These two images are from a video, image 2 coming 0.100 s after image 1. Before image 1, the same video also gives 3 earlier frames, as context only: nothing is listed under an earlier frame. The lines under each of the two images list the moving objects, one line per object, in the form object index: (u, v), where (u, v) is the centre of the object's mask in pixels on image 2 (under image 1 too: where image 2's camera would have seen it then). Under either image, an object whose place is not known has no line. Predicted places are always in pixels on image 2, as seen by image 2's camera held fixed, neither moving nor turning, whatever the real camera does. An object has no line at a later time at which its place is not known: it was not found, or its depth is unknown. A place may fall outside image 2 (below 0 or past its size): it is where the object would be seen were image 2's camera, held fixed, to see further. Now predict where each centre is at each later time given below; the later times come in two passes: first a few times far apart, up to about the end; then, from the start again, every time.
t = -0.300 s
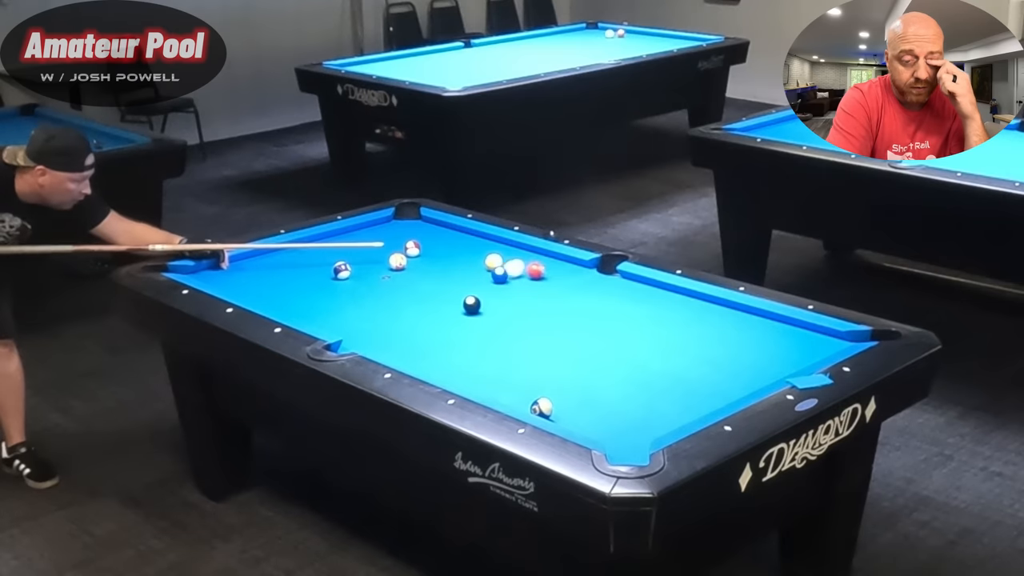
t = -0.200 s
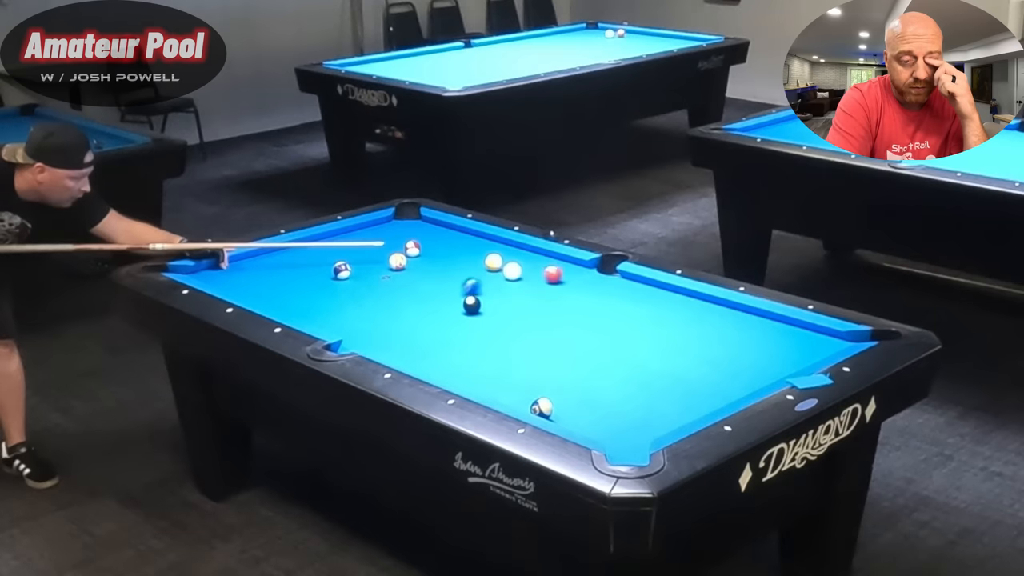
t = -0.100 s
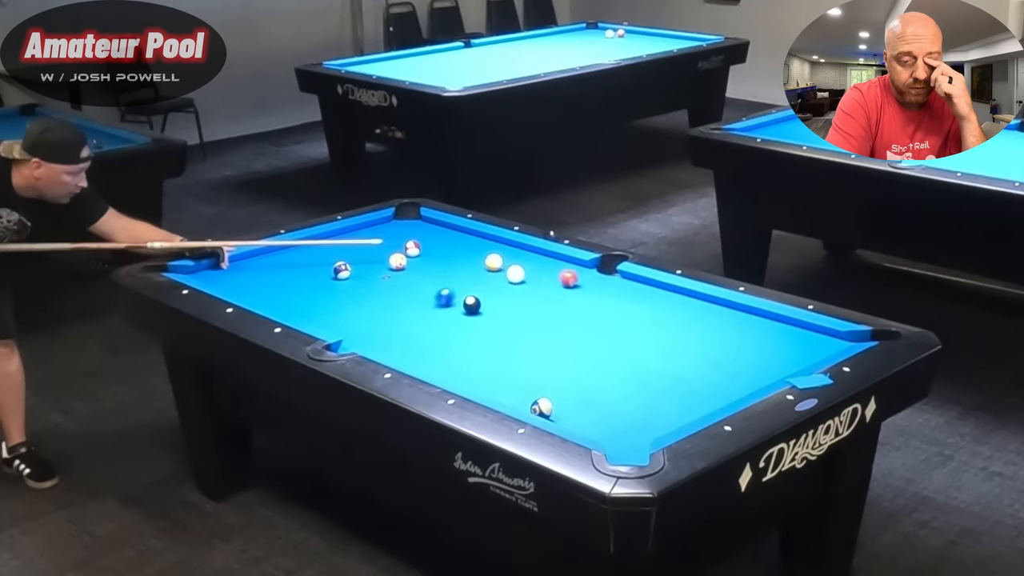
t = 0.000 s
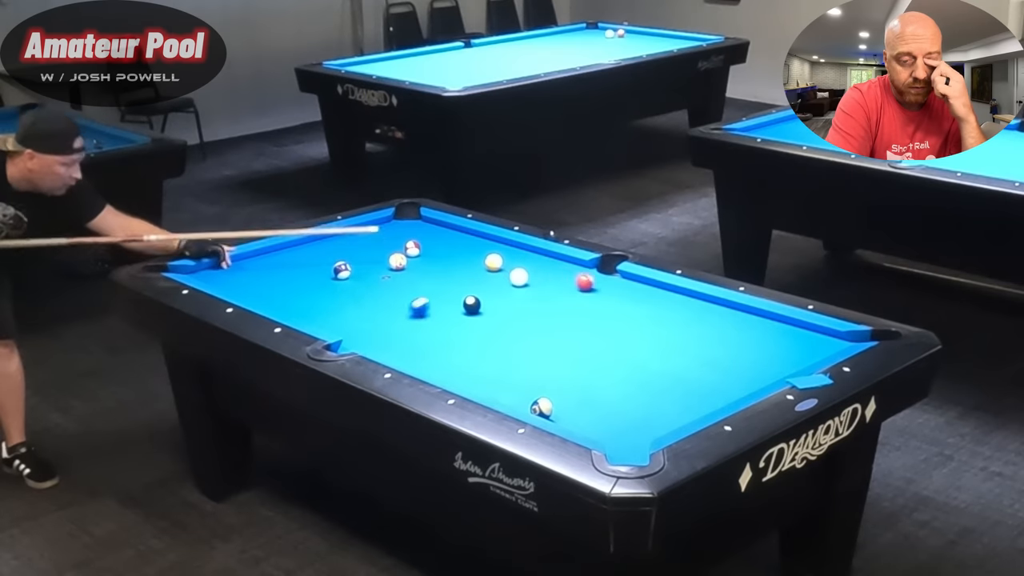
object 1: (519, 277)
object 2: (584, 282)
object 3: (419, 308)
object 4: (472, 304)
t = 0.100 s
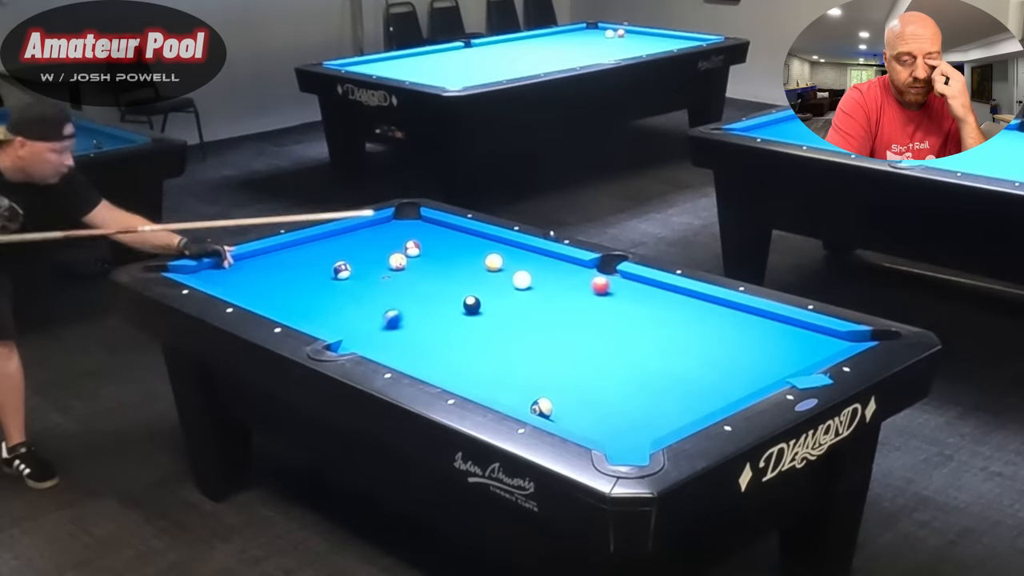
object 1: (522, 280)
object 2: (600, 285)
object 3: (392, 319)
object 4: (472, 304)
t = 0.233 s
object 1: (526, 284)
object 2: (621, 290)
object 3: (355, 333)
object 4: (471, 304)
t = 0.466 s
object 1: (533, 290)
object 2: (658, 299)
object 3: (389, 328)
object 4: (471, 304)
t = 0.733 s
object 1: (540, 298)
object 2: (701, 309)
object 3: (442, 315)
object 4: (472, 304)
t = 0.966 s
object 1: (546, 304)
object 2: (737, 317)
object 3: (477, 311)
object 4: (480, 296)
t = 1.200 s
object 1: (552, 309)
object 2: (775, 326)
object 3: (503, 310)
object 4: (493, 292)
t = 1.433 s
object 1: (558, 314)
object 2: (811, 335)
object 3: (527, 310)
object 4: (505, 284)
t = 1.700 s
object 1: (563, 320)
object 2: (851, 340)
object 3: (551, 309)
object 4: (517, 277)
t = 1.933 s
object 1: (568, 325)
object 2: (865, 337)
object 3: (574, 309)
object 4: (527, 272)
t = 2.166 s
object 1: (572, 329)
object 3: (593, 309)
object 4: (536, 267)
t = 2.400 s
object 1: (575, 332)
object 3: (610, 309)
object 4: (543, 261)
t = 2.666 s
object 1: (578, 336)
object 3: (629, 308)
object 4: (551, 257)
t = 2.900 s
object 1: (580, 339)
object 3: (643, 308)
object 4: (547, 257)
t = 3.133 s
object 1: (582, 340)
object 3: (657, 307)
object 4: (540, 258)
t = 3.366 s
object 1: (583, 342)
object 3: (667, 307)
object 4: (534, 259)
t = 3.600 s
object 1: (584, 344)
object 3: (677, 307)
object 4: (529, 260)
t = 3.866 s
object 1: (584, 345)
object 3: (687, 307)
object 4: (526, 262)
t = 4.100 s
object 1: (584, 345)
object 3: (693, 306)
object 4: (523, 263)
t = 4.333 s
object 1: (584, 345)
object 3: (697, 306)
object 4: (522, 263)
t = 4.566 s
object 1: (584, 345)
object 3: (701, 306)
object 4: (522, 263)
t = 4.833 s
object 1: (584, 345)
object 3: (702, 306)
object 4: (521, 264)
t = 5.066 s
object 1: (584, 345)
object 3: (703, 306)
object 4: (521, 263)
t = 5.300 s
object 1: (584, 345)
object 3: (703, 305)
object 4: (521, 264)
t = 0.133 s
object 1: (522, 281)
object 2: (605, 287)
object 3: (383, 323)
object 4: (472, 304)
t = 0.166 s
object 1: (523, 282)
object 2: (610, 288)
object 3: (374, 326)
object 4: (472, 304)
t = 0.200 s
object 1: (524, 283)
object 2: (616, 289)
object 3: (364, 330)
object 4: (471, 304)
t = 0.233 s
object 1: (526, 284)
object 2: (621, 290)
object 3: (355, 333)
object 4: (471, 304)
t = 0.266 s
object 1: (527, 285)
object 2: (626, 291)
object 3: (347, 337)
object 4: (472, 304)
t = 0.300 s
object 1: (528, 286)
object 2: (631, 293)
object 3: (353, 336)
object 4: (471, 304)
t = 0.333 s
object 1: (529, 287)
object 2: (636, 294)
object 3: (361, 335)
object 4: (471, 304)
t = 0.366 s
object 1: (530, 288)
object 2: (642, 295)
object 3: (368, 333)
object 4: (471, 304)
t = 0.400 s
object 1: (530, 289)
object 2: (648, 296)
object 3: (374, 332)
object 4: (471, 304)
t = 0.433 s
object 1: (532, 289)
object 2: (653, 298)
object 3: (382, 330)
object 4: (472, 304)
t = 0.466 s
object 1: (533, 290)
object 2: (658, 299)
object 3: (389, 328)
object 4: (471, 304)
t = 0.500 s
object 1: (534, 291)
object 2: (663, 300)
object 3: (396, 326)
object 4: (471, 304)
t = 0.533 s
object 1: (535, 292)
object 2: (669, 301)
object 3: (402, 325)
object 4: (471, 304)
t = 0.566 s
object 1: (536, 293)
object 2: (674, 303)
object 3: (409, 323)
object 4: (471, 304)
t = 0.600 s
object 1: (536, 294)
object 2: (679, 304)
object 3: (416, 321)
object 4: (471, 304)
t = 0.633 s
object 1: (537, 295)
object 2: (685, 305)
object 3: (423, 320)
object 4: (472, 304)
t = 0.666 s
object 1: (538, 296)
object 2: (690, 306)
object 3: (429, 319)
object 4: (472, 304)
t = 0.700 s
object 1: (539, 297)
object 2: (695, 307)
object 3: (435, 317)
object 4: (472, 304)
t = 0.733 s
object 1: (540, 298)
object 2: (701, 309)
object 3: (442, 315)
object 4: (472, 304)
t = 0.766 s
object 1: (541, 298)
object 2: (706, 310)
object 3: (449, 314)
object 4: (472, 304)
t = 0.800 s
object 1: (542, 299)
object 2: (711, 311)
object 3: (455, 313)
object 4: (472, 304)
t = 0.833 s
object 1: (543, 300)
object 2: (716, 312)
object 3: (461, 312)
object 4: (473, 303)
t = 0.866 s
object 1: (544, 301)
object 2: (722, 313)
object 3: (465, 311)
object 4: (475, 301)
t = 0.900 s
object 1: (544, 302)
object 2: (727, 315)
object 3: (469, 311)
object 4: (477, 299)
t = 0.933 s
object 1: (545, 303)
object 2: (732, 316)
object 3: (473, 310)
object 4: (479, 297)
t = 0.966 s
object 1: (546, 304)
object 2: (737, 317)
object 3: (477, 311)
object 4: (480, 296)
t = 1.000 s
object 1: (547, 304)
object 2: (743, 318)
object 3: (481, 311)
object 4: (482, 296)
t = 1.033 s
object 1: (548, 305)
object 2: (748, 320)
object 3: (484, 311)
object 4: (484, 295)
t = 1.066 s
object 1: (549, 306)
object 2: (753, 321)
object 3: (488, 311)
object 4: (485, 295)
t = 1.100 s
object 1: (550, 307)
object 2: (759, 322)
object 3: (491, 311)
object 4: (487, 294)
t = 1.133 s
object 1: (551, 308)
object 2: (764, 323)
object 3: (495, 310)
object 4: (489, 293)
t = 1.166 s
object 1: (551, 308)
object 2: (770, 324)
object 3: (499, 310)
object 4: (491, 292)
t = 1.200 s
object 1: (552, 309)
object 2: (775, 326)
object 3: (503, 310)
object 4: (493, 292)
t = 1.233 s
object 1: (553, 310)
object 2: (780, 327)
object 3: (506, 310)
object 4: (495, 291)
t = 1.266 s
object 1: (554, 311)
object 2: (786, 328)
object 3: (510, 311)
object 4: (496, 290)
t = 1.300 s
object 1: (554, 312)
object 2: (791, 330)
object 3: (513, 311)
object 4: (498, 289)
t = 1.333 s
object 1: (555, 312)
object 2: (796, 331)
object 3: (517, 311)
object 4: (499, 288)
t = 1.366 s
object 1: (556, 313)
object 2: (801, 332)
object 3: (520, 311)
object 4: (501, 287)
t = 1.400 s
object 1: (557, 314)
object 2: (807, 333)
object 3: (523, 310)
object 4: (503, 286)
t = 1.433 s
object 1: (558, 314)
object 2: (811, 335)
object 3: (527, 310)
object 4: (505, 284)
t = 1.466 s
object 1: (558, 315)
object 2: (817, 336)
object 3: (530, 310)
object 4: (506, 284)
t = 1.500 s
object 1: (559, 316)
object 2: (823, 337)
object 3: (533, 310)
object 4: (508, 283)
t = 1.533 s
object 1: (560, 316)
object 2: (828, 338)
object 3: (537, 310)
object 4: (510, 282)
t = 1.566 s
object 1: (561, 317)
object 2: (833, 339)
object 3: (540, 310)
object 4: (511, 281)
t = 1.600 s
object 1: (561, 318)
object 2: (838, 340)
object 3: (543, 311)
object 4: (512, 281)
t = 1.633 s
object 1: (562, 319)
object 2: (842, 340)
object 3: (546, 310)
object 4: (514, 280)
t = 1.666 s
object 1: (563, 320)
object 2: (847, 340)
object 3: (549, 310)
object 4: (515, 278)
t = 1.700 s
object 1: (563, 320)
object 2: (851, 340)
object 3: (551, 309)
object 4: (517, 277)
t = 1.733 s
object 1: (564, 321)
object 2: (853, 339)
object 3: (554, 308)
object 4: (518, 276)
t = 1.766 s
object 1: (565, 321)
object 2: (855, 338)
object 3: (557, 308)
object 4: (520, 276)
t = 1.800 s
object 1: (566, 322)
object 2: (857, 338)
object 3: (561, 307)
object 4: (521, 275)
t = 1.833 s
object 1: (566, 322)
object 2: (859, 337)
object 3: (564, 307)
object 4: (523, 275)
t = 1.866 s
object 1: (567, 323)
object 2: (860, 337)
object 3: (568, 308)
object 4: (524, 274)
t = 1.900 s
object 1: (567, 324)
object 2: (862, 337)
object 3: (570, 308)
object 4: (525, 273)
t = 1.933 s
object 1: (568, 325)
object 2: (865, 337)
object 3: (574, 309)
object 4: (527, 272)
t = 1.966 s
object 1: (569, 325)
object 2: (868, 338)
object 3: (577, 309)
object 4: (528, 271)
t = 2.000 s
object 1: (569, 326)
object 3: (579, 310)
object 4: (529, 270)
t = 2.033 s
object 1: (570, 326)
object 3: (582, 309)
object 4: (531, 269)
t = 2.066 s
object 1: (570, 327)
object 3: (584, 309)
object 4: (532, 268)
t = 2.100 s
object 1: (571, 328)
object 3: (587, 309)
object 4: (533, 267)
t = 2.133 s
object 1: (571, 328)
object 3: (590, 309)
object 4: (535, 267)
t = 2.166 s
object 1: (572, 329)
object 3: (593, 309)
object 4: (536, 267)
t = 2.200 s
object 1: (572, 329)
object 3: (595, 309)
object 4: (537, 266)
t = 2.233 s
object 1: (573, 330)
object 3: (598, 309)
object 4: (538, 265)
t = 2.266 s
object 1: (573, 330)
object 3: (600, 309)
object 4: (539, 265)
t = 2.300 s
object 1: (573, 331)
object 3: (603, 309)
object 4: (540, 264)
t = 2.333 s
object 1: (574, 331)
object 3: (606, 309)
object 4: (541, 263)
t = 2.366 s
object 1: (574, 331)
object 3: (608, 309)
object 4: (542, 262)
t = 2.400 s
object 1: (575, 332)
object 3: (610, 309)
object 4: (543, 261)
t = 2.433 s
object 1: (575, 332)
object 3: (613, 309)
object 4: (545, 260)
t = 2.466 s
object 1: (576, 333)
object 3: (615, 309)
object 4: (546, 260)
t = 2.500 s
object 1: (576, 333)
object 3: (618, 308)
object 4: (546, 260)
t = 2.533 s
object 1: (576, 333)
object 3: (620, 308)
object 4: (547, 260)
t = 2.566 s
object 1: (577, 334)
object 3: (622, 308)
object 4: (548, 259)
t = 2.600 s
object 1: (577, 334)
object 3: (625, 309)
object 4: (549, 259)
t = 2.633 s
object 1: (577, 335)
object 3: (627, 309)
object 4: (550, 258)
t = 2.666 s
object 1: (578, 336)
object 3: (629, 308)
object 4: (551, 257)
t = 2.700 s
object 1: (578, 336)
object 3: (631, 308)
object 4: (552, 256)
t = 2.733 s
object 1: (579, 336)
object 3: (634, 308)
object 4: (552, 256)
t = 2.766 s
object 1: (579, 337)
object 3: (636, 308)
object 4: (551, 256)
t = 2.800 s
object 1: (579, 337)
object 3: (638, 308)
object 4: (550, 256)
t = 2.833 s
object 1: (580, 338)
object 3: (639, 308)
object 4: (549, 257)
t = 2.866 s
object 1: (580, 338)
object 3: (641, 308)
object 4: (547, 257)
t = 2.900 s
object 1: (580, 339)
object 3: (643, 308)
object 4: (547, 257)
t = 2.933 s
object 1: (580, 339)
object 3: (645, 308)
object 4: (546, 258)
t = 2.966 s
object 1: (581, 339)
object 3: (647, 307)
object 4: (545, 258)
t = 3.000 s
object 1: (581, 340)
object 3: (649, 307)
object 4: (544, 258)
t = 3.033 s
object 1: (581, 340)
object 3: (651, 307)
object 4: (543, 258)
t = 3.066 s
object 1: (582, 340)
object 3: (653, 307)
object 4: (542, 258)
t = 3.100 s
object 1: (582, 341)
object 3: (655, 308)
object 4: (542, 258)
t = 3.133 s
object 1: (582, 340)
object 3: (657, 307)
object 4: (540, 258)
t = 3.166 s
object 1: (582, 341)
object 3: (658, 308)
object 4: (540, 258)
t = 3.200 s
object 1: (583, 341)
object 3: (660, 308)
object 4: (539, 258)
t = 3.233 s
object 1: (582, 341)
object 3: (662, 308)
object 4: (538, 258)
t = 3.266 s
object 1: (583, 342)
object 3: (663, 308)
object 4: (537, 258)
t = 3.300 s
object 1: (583, 341)
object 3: (664, 307)
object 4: (536, 258)
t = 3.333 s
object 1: (583, 342)
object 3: (666, 307)
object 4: (535, 259)
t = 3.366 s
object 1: (583, 342)
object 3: (667, 307)
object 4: (534, 259)
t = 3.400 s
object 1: (583, 343)
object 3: (669, 307)
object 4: (534, 259)
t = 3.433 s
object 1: (583, 343)
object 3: (670, 307)
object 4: (533, 259)
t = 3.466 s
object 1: (584, 343)
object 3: (671, 307)
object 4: (532, 259)
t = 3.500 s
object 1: (583, 343)
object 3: (673, 307)
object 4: (531, 260)
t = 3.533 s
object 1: (583, 343)
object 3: (675, 307)
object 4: (531, 260)
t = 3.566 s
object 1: (584, 344)
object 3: (676, 307)
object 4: (530, 260)
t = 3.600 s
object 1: (584, 344)
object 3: (677, 307)
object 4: (529, 260)
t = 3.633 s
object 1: (584, 344)
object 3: (679, 307)
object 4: (529, 261)
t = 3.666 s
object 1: (584, 344)
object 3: (680, 307)
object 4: (528, 261)
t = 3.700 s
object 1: (584, 344)
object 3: (681, 307)
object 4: (528, 261)
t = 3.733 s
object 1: (584, 344)
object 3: (682, 307)
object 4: (527, 261)
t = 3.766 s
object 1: (584, 344)
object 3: (683, 307)
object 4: (527, 261)
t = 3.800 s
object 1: (584, 345)
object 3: (684, 307)
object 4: (526, 262)
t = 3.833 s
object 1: (584, 344)
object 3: (686, 307)
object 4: (526, 262)
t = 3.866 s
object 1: (584, 345)
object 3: (687, 307)
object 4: (526, 262)
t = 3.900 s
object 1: (584, 344)
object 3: (688, 307)
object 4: (525, 262)
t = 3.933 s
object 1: (584, 344)
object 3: (688, 307)
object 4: (525, 262)
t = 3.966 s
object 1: (584, 345)
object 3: (689, 307)
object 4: (524, 262)
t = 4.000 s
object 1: (584, 345)
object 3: (691, 306)
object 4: (524, 262)
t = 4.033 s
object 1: (584, 345)
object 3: (692, 306)
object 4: (524, 262)
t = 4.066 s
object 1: (584, 345)
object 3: (692, 306)
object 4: (523, 263)
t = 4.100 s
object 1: (584, 345)
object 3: (693, 306)
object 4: (523, 263)
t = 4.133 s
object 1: (584, 345)
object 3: (694, 306)
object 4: (523, 263)
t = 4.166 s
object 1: (584, 345)
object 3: (694, 306)
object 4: (523, 263)
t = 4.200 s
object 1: (584, 345)
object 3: (695, 306)
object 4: (523, 263)
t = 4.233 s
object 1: (584, 345)
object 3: (696, 306)
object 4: (522, 263)
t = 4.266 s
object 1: (583, 345)
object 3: (696, 306)
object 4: (522, 263)
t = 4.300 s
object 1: (584, 345)
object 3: (697, 306)
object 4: (522, 263)
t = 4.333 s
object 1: (584, 345)
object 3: (697, 306)
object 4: (522, 263)
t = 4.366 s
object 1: (584, 345)
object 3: (698, 306)
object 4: (522, 263)
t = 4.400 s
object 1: (583, 345)
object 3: (698, 306)
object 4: (522, 263)
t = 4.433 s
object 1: (584, 345)
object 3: (699, 306)
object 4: (522, 263)
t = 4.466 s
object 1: (584, 345)
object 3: (699, 306)
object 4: (522, 263)
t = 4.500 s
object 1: (584, 345)
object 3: (700, 306)
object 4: (522, 263)
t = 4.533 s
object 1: (584, 345)
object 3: (700, 306)
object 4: (521, 263)
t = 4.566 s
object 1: (584, 345)
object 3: (701, 306)
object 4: (522, 263)
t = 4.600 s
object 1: (584, 345)
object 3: (701, 306)
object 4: (521, 263)
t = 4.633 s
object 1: (584, 345)
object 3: (701, 306)
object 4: (521, 263)
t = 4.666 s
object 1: (584, 345)
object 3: (701, 306)
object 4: (521, 264)
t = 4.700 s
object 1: (584, 345)
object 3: (702, 306)
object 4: (521, 264)
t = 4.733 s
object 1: (584, 345)
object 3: (702, 306)
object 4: (521, 264)
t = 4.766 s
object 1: (584, 345)
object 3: (702, 306)
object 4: (521, 263)
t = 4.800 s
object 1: (584, 345)
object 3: (702, 306)
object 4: (521, 263)
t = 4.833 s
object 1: (584, 345)
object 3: (702, 306)
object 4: (521, 264)
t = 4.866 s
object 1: (584, 345)
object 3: (702, 306)
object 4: (521, 264)
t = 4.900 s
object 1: (584, 345)
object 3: (702, 306)
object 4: (521, 264)
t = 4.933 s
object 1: (584, 345)
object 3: (702, 306)
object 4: (521, 264)
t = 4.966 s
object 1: (584, 345)
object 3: (703, 306)
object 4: (521, 264)
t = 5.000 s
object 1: (584, 345)
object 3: (702, 306)
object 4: (521, 264)
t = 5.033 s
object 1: (584, 345)
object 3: (703, 306)
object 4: (521, 263)
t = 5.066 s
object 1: (584, 345)
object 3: (703, 306)
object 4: (521, 263)
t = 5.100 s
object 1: (584, 345)
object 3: (703, 306)
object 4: (521, 263)
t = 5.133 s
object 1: (584, 345)
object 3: (703, 305)
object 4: (521, 264)
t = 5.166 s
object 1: (584, 345)
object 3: (703, 305)
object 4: (521, 263)
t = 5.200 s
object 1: (584, 345)
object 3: (703, 306)
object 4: (521, 264)
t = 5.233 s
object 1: (584, 345)
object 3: (703, 306)
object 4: (521, 264)
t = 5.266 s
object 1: (584, 345)
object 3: (703, 305)
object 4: (521, 263)
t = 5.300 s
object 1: (584, 345)
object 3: (703, 305)
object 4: (521, 264)
